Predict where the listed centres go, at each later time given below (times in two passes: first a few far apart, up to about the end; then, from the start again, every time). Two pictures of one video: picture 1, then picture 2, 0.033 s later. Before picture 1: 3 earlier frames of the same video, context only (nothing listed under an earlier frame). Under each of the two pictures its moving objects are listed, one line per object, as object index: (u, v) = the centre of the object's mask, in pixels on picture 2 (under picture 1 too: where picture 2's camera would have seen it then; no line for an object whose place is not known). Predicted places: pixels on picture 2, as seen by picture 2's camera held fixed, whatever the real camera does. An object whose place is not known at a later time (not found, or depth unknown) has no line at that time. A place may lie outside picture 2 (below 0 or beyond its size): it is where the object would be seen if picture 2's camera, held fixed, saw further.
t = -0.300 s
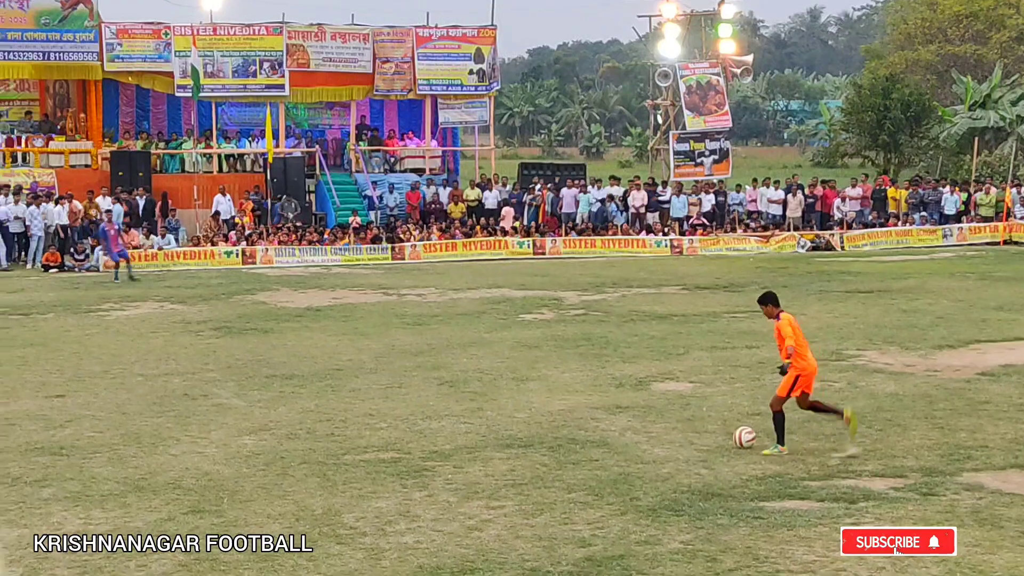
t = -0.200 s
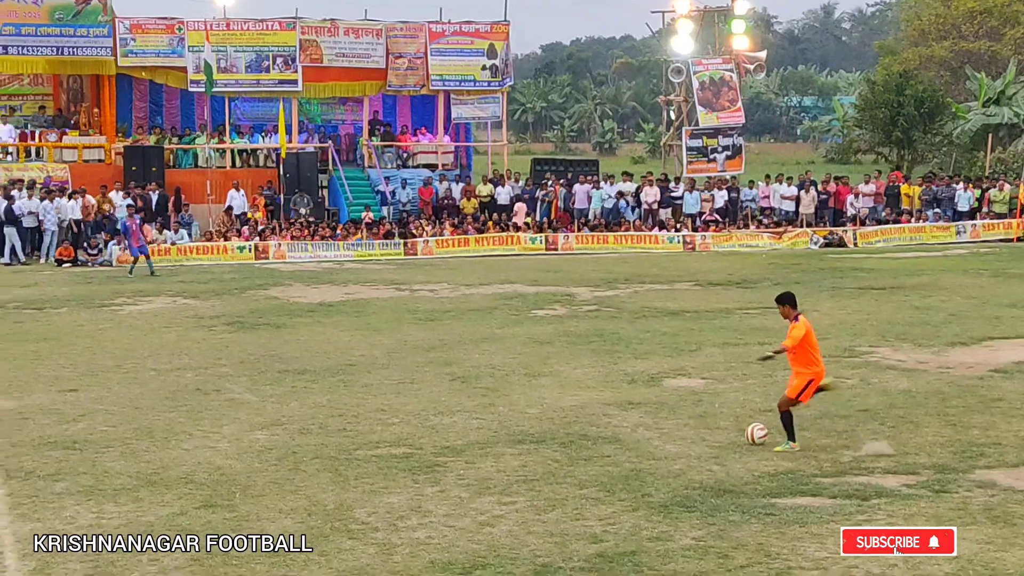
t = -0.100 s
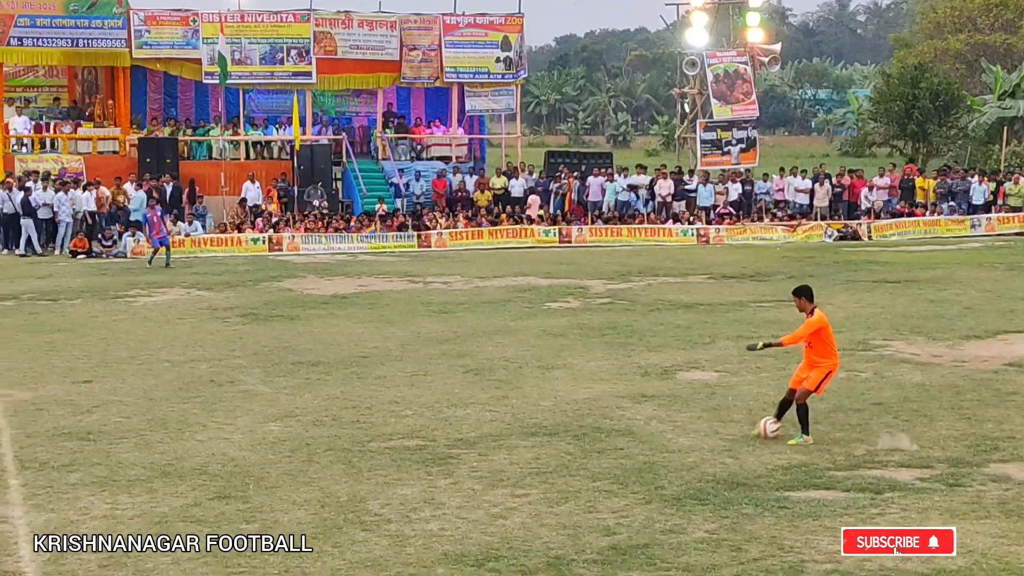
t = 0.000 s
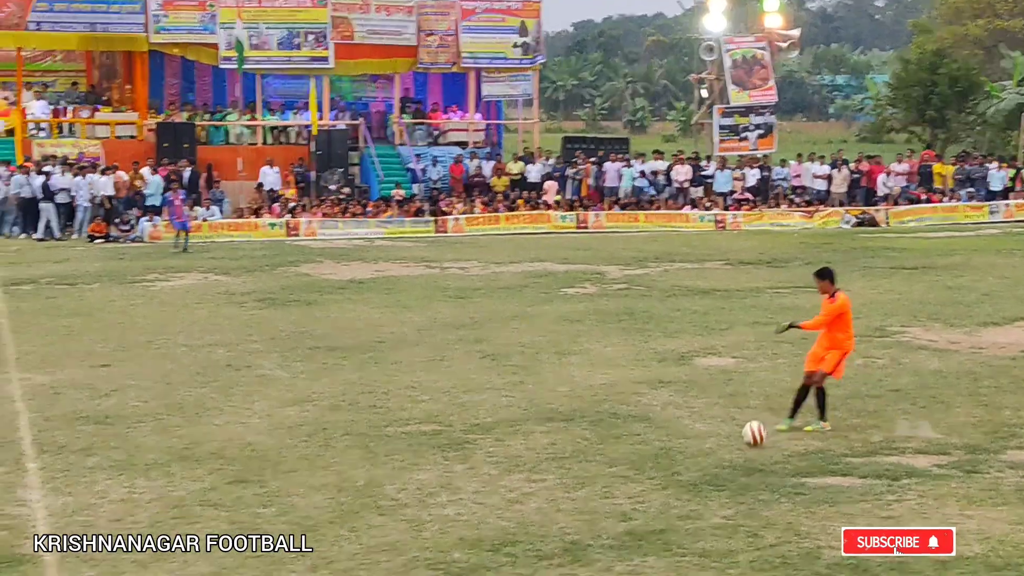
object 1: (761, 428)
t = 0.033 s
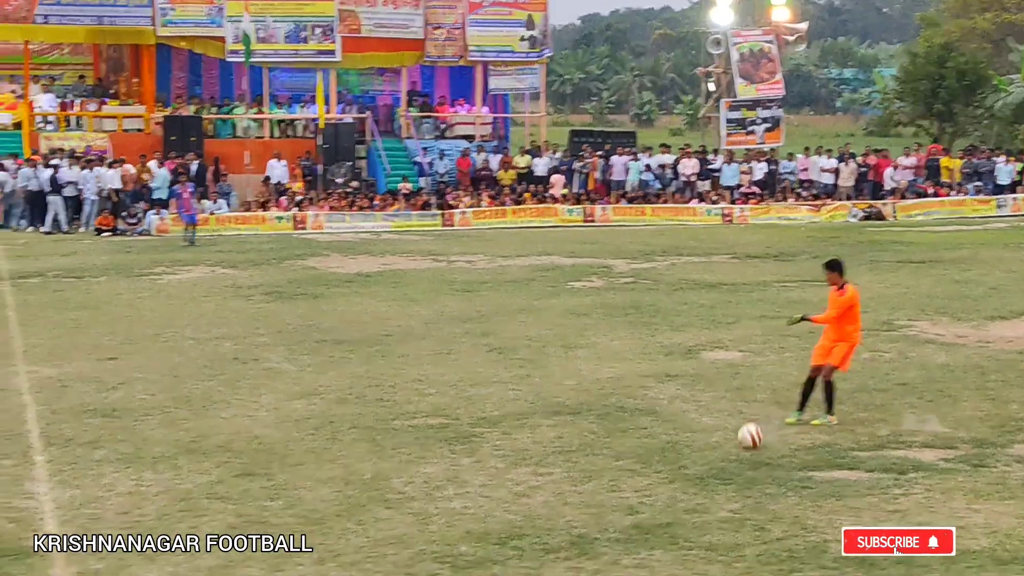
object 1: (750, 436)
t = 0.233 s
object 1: (678, 483)
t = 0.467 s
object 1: (586, 539)
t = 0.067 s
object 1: (739, 444)
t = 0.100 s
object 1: (727, 449)
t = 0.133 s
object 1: (716, 455)
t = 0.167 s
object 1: (704, 462)
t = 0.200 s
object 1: (691, 472)
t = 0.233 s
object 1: (678, 483)
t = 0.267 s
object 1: (665, 496)
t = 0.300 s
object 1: (650, 505)
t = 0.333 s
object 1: (638, 509)
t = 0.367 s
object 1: (626, 513)
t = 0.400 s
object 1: (613, 520)
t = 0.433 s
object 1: (599, 528)
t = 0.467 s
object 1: (586, 539)
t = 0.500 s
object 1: (572, 552)
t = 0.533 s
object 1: (558, 567)
